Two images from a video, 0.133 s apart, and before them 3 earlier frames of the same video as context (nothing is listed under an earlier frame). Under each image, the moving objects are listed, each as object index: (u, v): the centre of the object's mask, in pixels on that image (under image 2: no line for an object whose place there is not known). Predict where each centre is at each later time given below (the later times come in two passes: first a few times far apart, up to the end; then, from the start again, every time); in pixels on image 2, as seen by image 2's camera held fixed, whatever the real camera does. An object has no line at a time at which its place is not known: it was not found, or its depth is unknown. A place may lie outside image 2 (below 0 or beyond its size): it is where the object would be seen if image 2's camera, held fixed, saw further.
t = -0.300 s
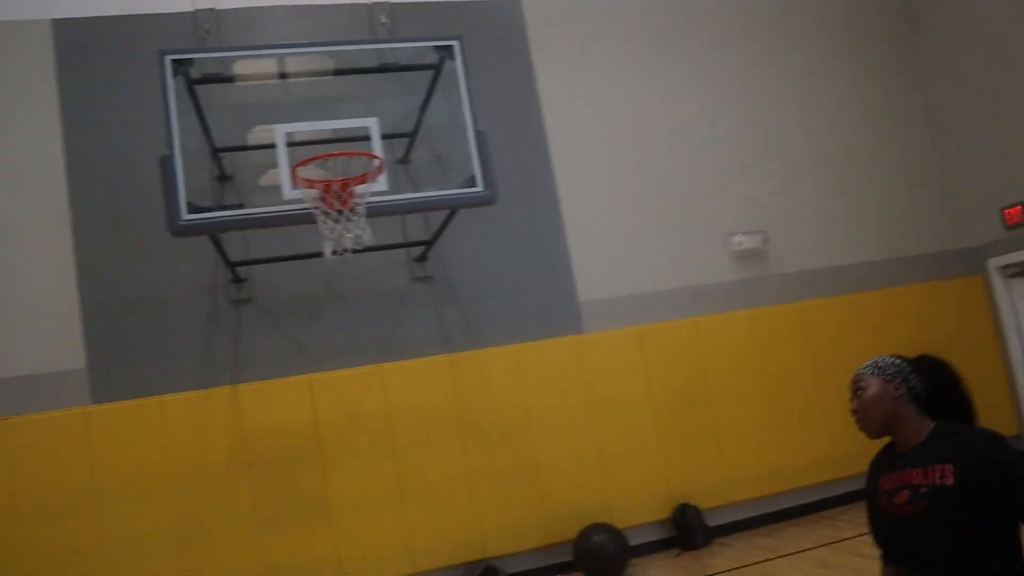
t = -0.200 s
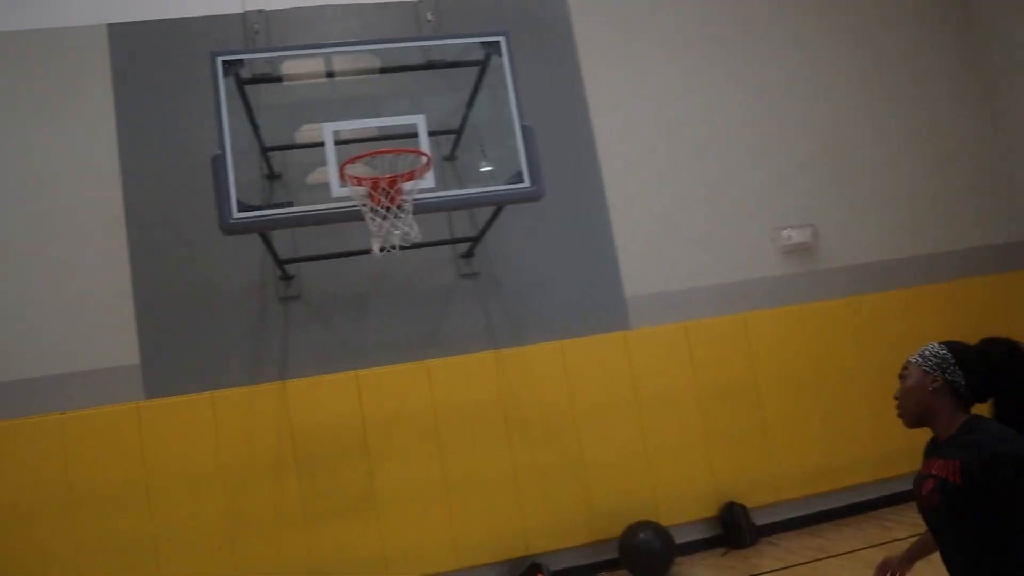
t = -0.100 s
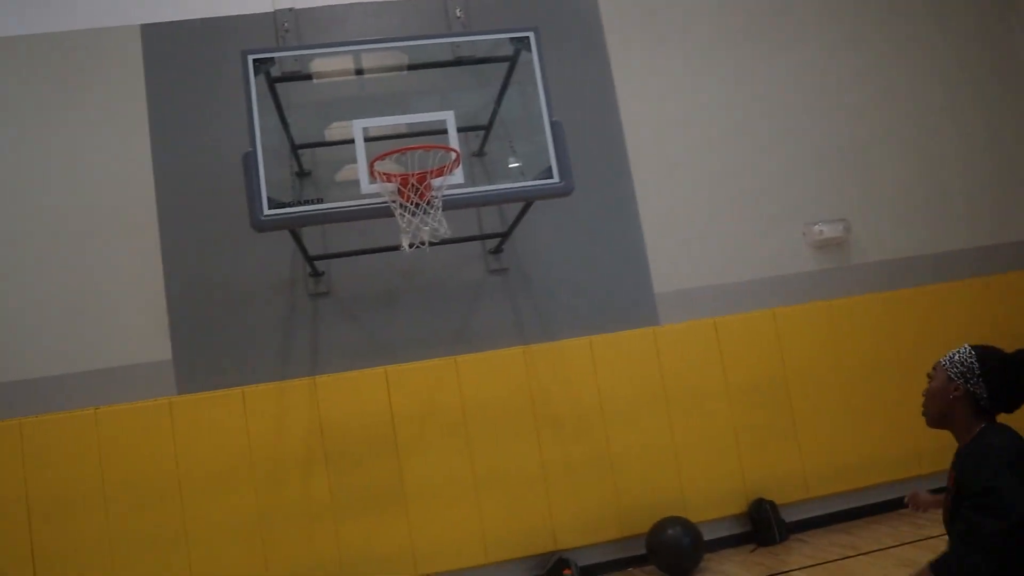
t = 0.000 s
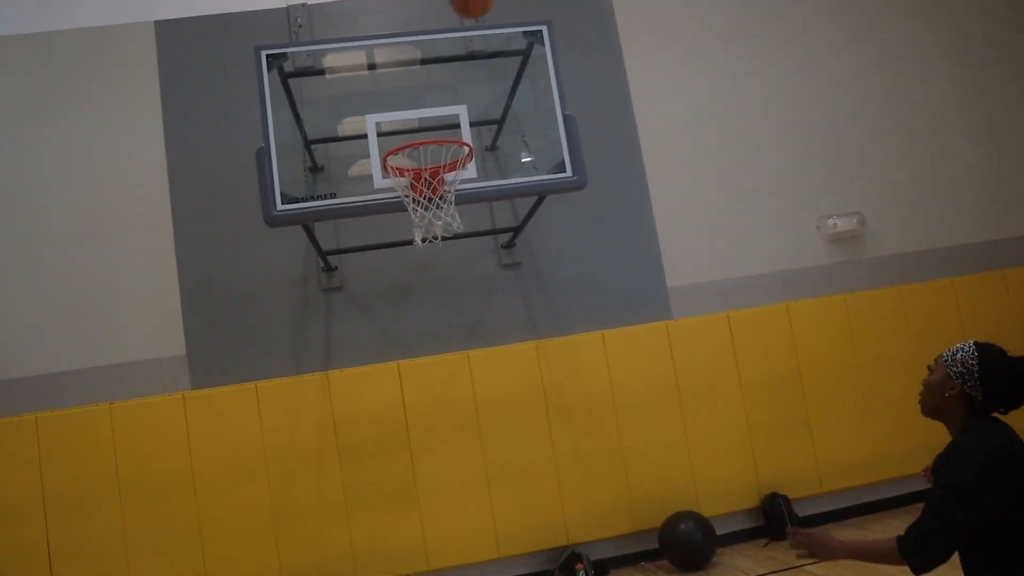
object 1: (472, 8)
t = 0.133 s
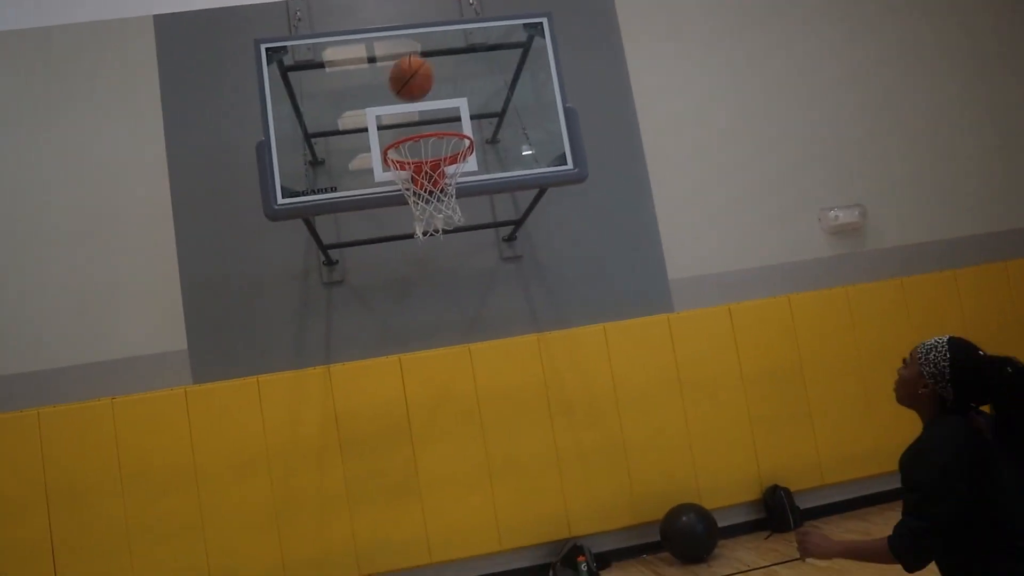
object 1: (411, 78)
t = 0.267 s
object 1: (361, 143)
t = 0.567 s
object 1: (281, 143)
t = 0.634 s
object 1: (263, 164)
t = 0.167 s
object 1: (398, 104)
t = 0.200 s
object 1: (384, 129)
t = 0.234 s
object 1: (372, 142)
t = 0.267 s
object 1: (361, 143)
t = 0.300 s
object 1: (351, 143)
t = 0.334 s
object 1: (342, 137)
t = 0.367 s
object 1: (334, 132)
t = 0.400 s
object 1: (325, 129)
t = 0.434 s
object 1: (316, 128)
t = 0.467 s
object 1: (307, 129)
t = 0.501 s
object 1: (298, 131)
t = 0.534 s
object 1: (290, 137)
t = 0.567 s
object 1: (281, 143)
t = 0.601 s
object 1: (271, 152)
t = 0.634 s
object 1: (263, 164)
